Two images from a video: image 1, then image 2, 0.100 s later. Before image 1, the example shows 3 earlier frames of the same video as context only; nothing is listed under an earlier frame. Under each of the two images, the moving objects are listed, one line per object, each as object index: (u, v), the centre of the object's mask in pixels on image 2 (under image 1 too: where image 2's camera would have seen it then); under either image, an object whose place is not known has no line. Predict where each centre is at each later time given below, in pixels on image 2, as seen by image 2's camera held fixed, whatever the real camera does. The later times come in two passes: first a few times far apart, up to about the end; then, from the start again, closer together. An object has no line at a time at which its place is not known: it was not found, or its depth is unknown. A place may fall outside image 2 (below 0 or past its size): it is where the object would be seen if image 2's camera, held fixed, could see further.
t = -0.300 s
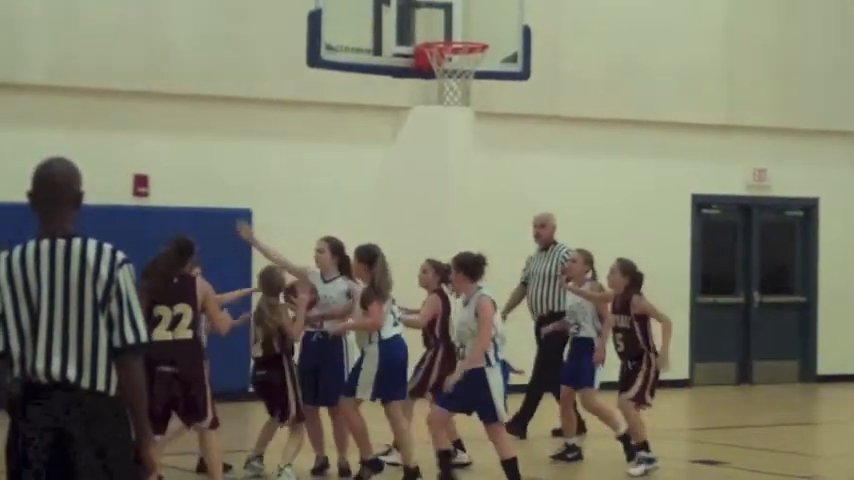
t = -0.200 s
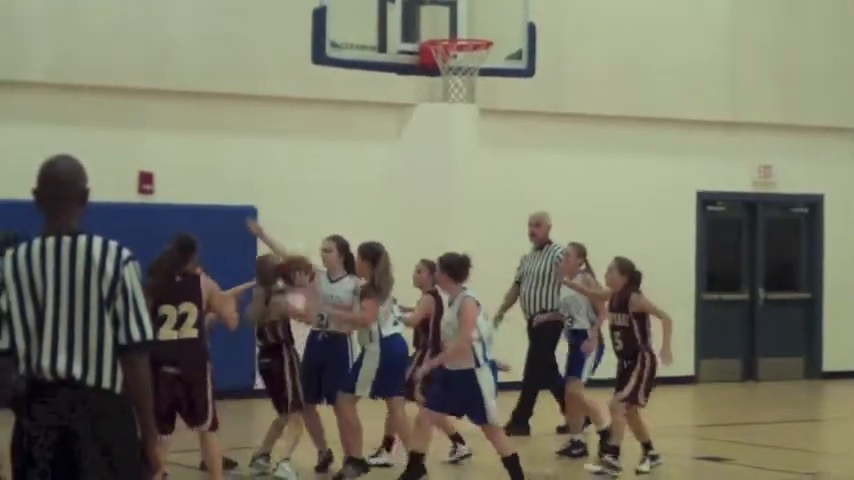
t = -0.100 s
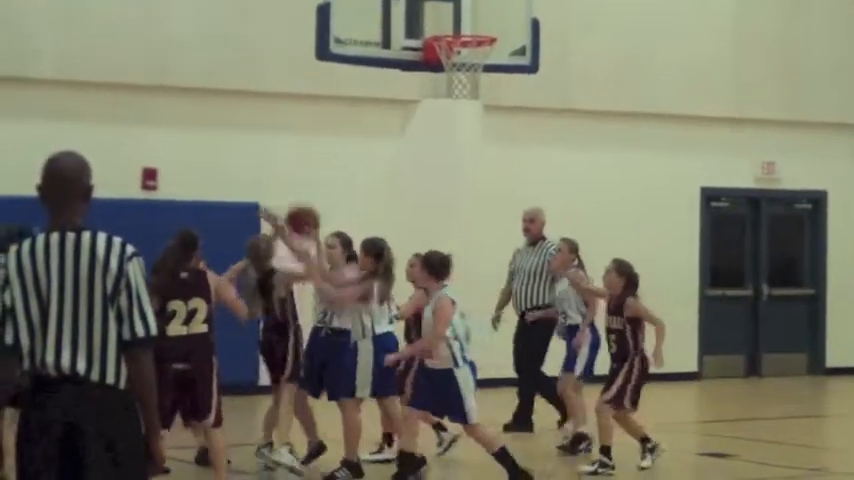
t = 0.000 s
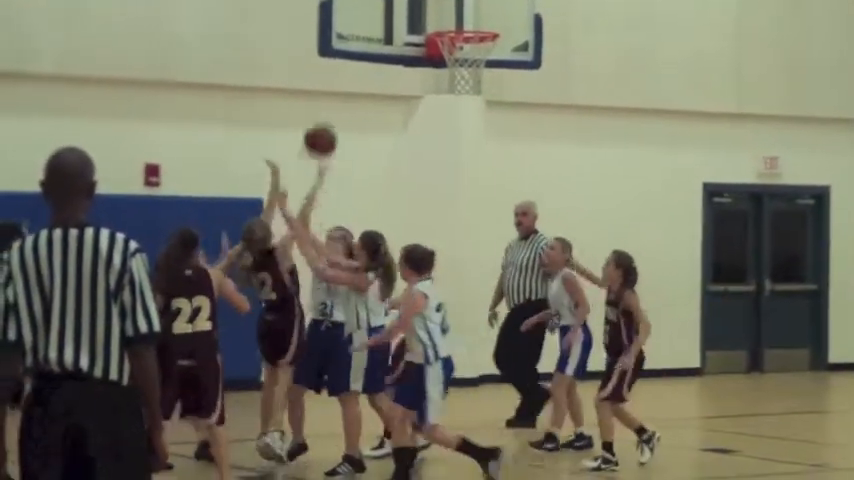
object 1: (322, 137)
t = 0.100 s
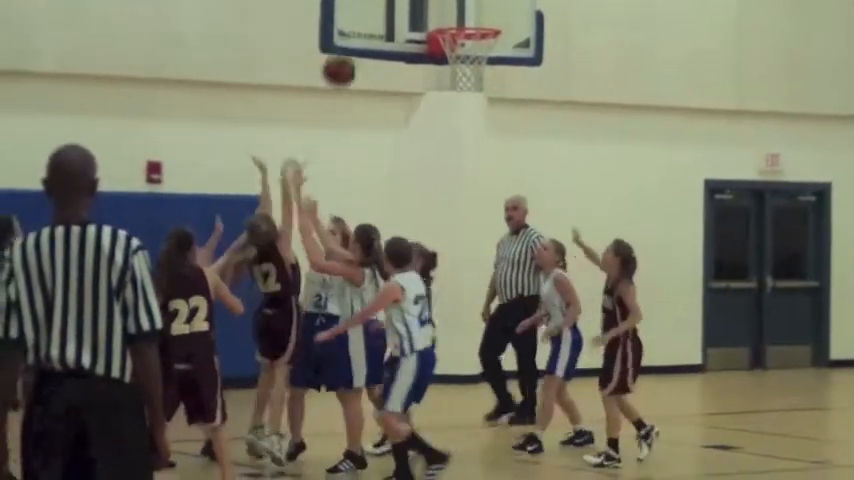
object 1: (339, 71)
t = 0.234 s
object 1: (362, 7)
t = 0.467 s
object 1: (400, -51)
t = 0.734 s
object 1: (440, -25)
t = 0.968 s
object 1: (477, 16)
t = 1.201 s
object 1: (448, 2)
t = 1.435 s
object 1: (407, 48)
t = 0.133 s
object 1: (346, 51)
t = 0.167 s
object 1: (350, 33)
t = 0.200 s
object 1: (357, 17)
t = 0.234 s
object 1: (362, 7)
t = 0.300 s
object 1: (372, -8)
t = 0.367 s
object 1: (384, -30)
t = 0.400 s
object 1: (389, -42)
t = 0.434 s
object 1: (394, -48)
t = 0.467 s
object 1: (400, -51)
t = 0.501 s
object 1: (403, -52)
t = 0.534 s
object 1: (410, -53)
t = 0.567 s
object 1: (415, -51)
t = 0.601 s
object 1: (419, -49)
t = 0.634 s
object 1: (421, -47)
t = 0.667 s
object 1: (426, -39)
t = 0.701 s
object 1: (435, -33)
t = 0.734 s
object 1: (440, -25)
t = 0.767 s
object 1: (445, -19)
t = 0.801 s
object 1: (450, -10)
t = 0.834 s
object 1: (457, 2)
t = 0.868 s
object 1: (462, 12)
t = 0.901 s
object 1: (467, 17)
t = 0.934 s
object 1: (473, 17)
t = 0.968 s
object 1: (477, 16)
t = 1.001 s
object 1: (481, 19)
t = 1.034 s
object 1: (476, 13)
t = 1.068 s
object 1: (469, 9)
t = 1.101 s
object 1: (464, 4)
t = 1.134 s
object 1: (458, 2)
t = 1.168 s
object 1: (453, 2)
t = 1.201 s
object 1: (448, 2)
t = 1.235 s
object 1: (441, 4)
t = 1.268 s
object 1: (436, 7)
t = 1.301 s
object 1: (431, 12)
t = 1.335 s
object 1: (426, 17)
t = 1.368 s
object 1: (417, 28)
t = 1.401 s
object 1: (412, 38)
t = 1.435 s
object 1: (407, 48)
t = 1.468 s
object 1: (400, 61)
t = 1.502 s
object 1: (394, 76)
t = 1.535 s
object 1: (387, 90)
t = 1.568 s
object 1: (382, 107)
